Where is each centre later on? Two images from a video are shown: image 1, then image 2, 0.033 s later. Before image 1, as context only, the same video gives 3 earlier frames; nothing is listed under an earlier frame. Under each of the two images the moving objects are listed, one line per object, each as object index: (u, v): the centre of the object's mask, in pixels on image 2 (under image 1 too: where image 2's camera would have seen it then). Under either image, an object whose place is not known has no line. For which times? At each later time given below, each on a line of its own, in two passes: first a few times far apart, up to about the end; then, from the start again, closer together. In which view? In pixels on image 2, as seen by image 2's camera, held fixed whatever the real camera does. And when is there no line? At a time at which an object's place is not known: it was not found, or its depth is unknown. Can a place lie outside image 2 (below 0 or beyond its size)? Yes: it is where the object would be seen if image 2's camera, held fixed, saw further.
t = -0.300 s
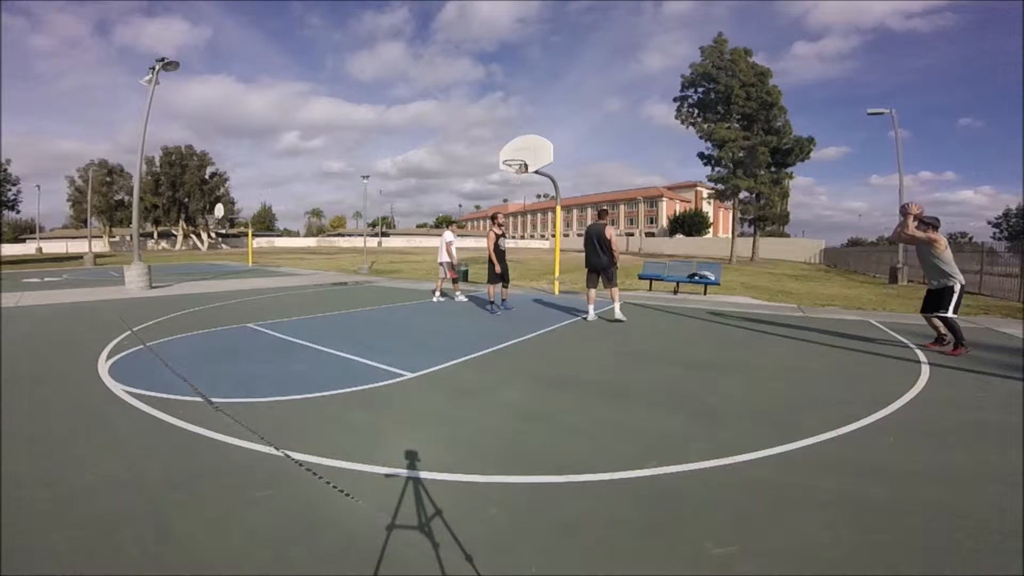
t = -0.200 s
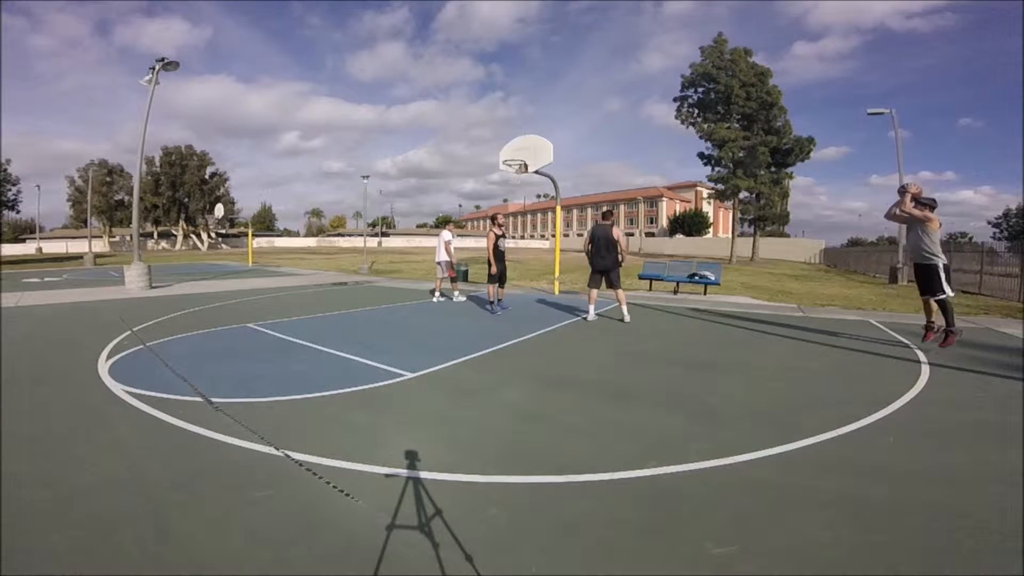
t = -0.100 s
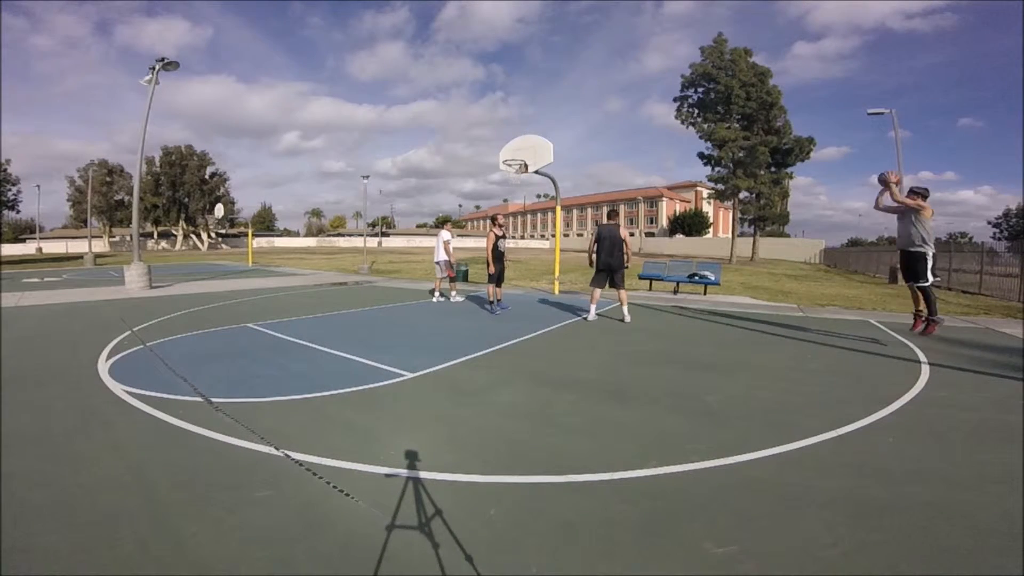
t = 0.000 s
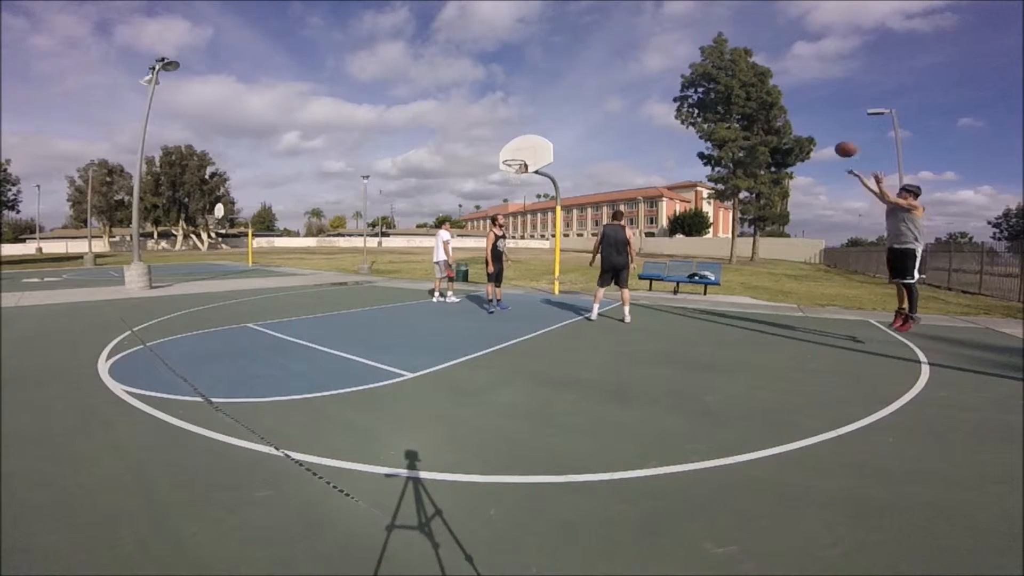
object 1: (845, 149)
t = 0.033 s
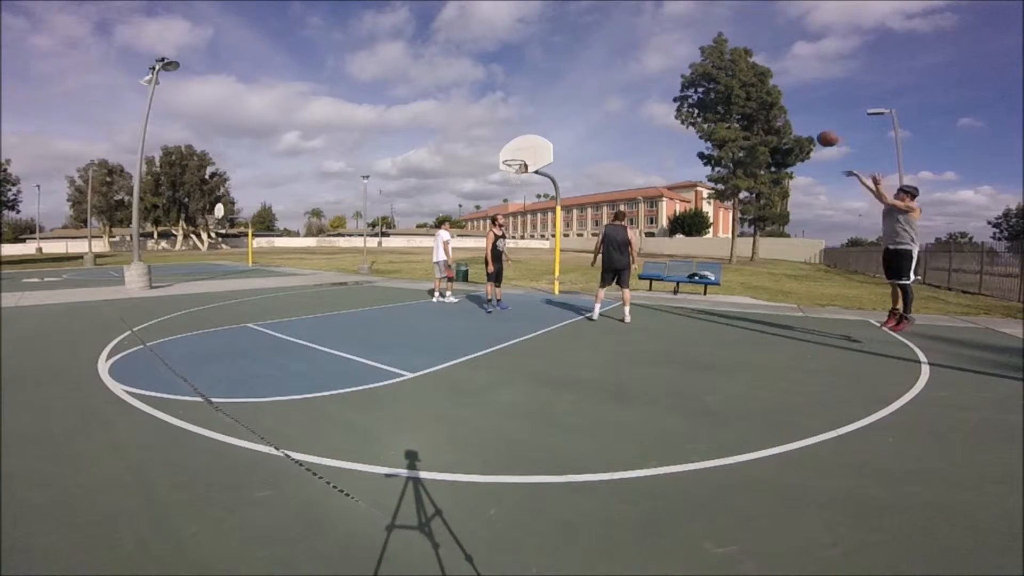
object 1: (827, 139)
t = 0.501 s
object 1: (637, 90)
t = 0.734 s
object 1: (575, 110)
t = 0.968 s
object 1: (525, 150)
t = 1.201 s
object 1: (516, 168)
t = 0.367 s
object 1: (681, 90)
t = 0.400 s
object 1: (669, 89)
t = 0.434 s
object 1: (658, 89)
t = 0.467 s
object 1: (648, 90)
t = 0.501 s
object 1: (637, 90)
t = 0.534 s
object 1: (627, 92)
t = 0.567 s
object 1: (618, 93)
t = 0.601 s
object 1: (609, 96)
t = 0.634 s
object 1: (600, 99)
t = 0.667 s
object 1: (591, 102)
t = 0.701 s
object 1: (583, 106)
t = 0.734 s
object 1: (575, 110)
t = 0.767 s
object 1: (567, 115)
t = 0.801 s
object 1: (559, 120)
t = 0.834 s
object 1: (552, 125)
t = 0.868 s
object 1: (545, 131)
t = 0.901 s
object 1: (539, 137)
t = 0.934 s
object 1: (532, 143)
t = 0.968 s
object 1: (525, 150)
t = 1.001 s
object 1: (519, 156)
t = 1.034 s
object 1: (513, 160)
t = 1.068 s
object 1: (509, 163)
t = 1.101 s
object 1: (513, 163)
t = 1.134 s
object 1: (516, 164)
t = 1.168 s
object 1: (516, 165)
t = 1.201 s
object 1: (516, 168)
